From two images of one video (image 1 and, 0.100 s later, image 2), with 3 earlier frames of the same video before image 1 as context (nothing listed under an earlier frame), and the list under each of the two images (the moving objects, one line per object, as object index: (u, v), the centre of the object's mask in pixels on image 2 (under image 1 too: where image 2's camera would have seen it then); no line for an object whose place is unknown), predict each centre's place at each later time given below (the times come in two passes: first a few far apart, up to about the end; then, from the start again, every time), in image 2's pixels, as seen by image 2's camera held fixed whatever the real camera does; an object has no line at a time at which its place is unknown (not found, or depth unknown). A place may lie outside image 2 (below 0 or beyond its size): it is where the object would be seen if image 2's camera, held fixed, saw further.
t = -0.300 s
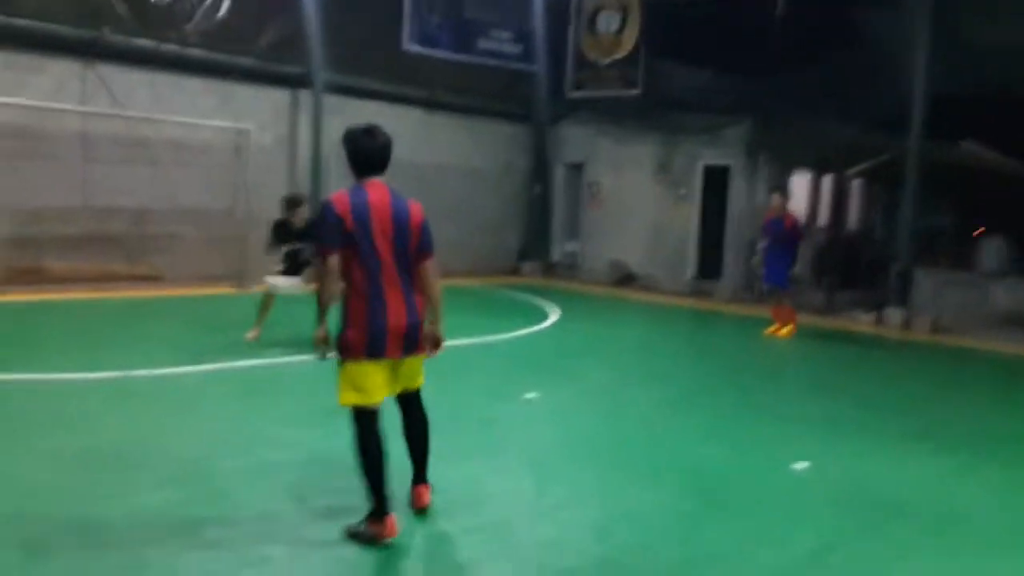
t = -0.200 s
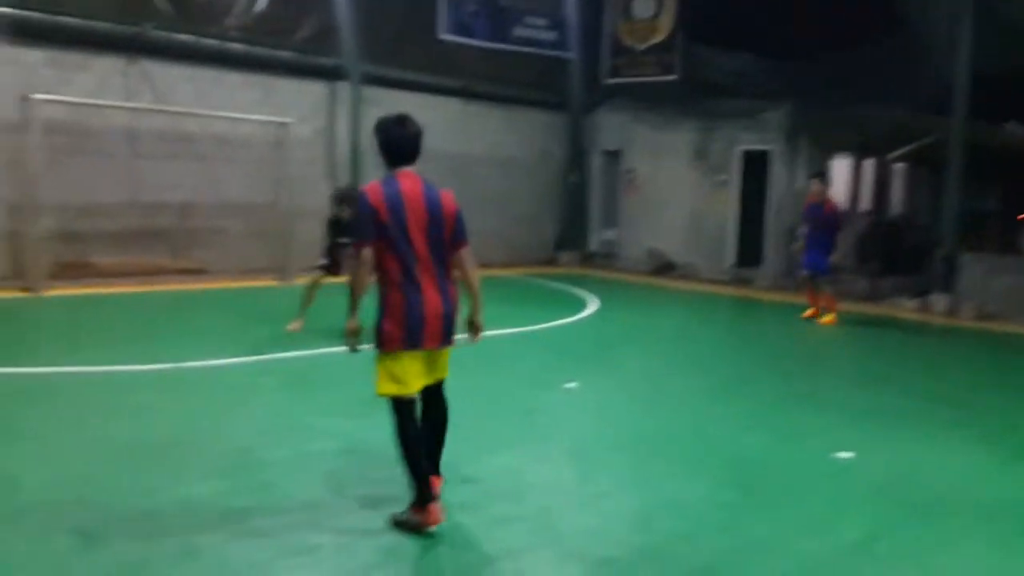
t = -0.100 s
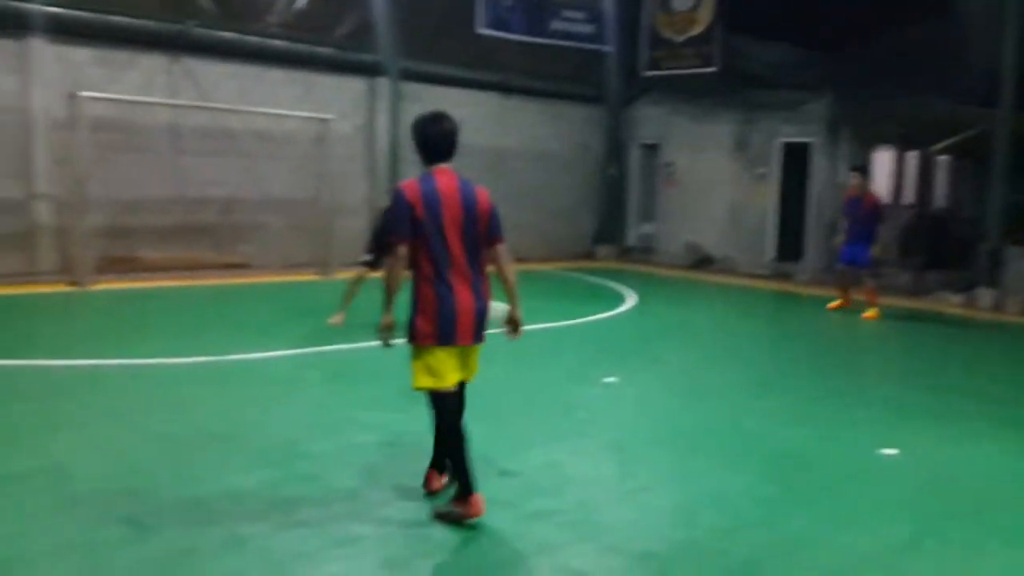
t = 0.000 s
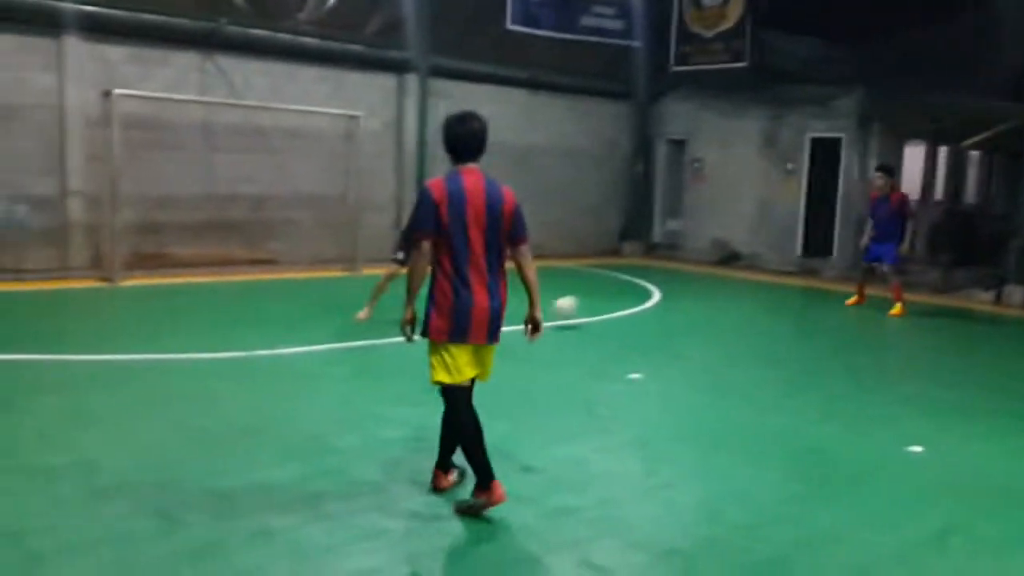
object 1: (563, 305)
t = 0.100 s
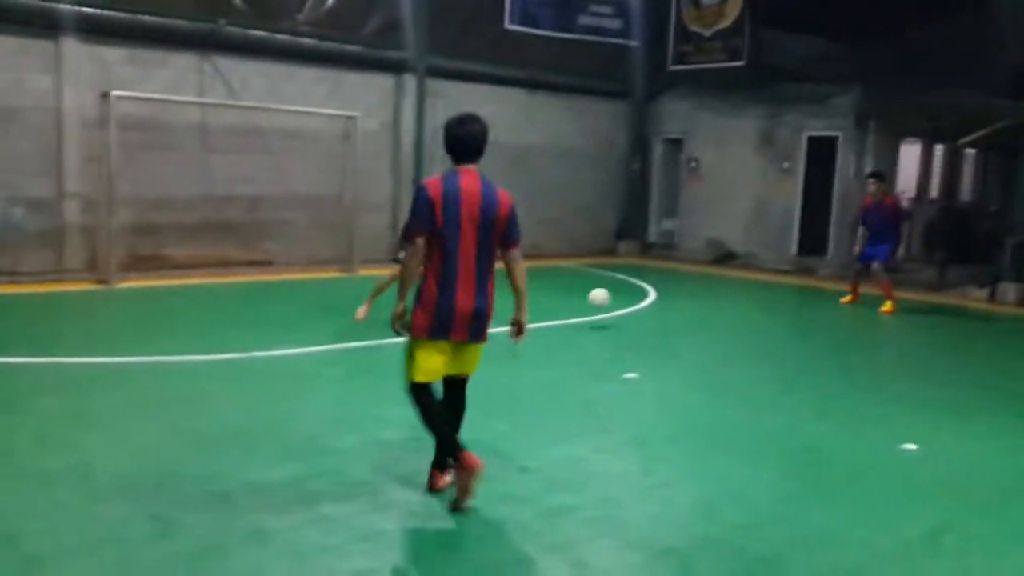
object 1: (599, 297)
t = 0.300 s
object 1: (670, 310)
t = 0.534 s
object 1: (747, 308)
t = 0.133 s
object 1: (611, 297)
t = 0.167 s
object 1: (623, 298)
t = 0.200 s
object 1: (635, 300)
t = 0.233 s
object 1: (646, 302)
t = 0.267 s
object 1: (659, 306)
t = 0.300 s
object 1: (670, 310)
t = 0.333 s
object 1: (682, 308)
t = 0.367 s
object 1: (693, 306)
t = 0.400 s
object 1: (704, 305)
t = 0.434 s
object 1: (715, 304)
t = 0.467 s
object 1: (726, 306)
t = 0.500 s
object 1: (736, 309)
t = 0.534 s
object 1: (747, 308)
